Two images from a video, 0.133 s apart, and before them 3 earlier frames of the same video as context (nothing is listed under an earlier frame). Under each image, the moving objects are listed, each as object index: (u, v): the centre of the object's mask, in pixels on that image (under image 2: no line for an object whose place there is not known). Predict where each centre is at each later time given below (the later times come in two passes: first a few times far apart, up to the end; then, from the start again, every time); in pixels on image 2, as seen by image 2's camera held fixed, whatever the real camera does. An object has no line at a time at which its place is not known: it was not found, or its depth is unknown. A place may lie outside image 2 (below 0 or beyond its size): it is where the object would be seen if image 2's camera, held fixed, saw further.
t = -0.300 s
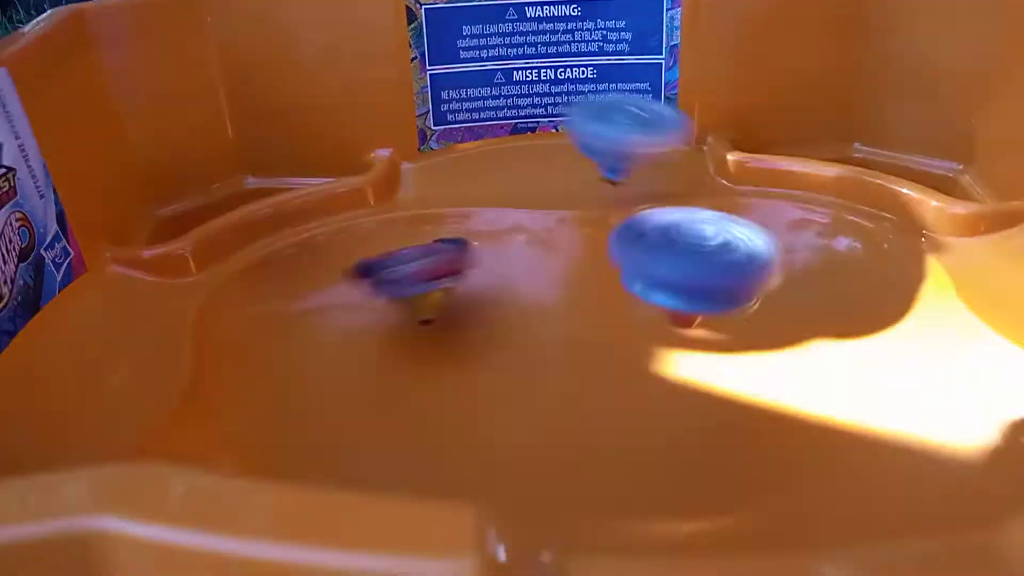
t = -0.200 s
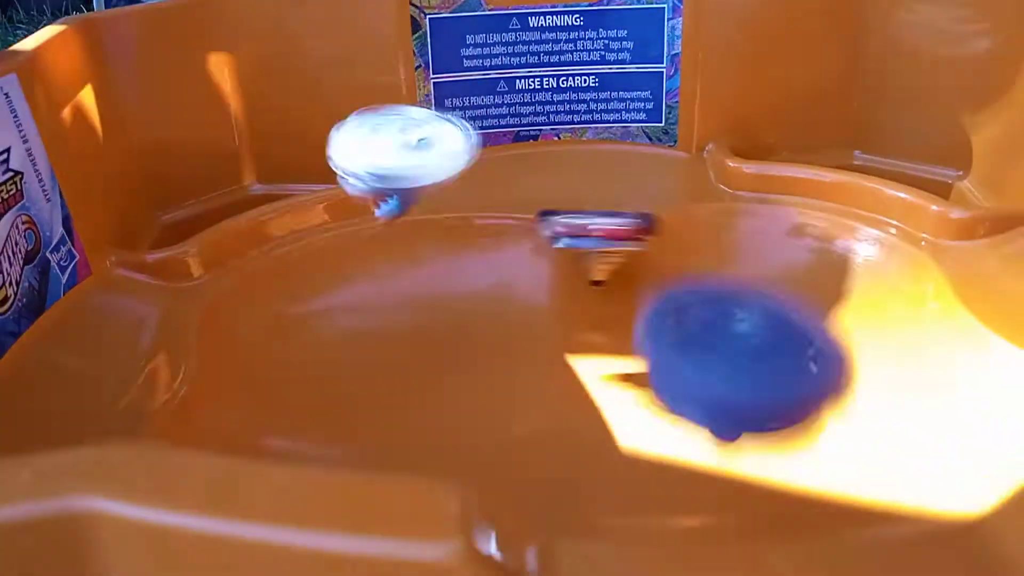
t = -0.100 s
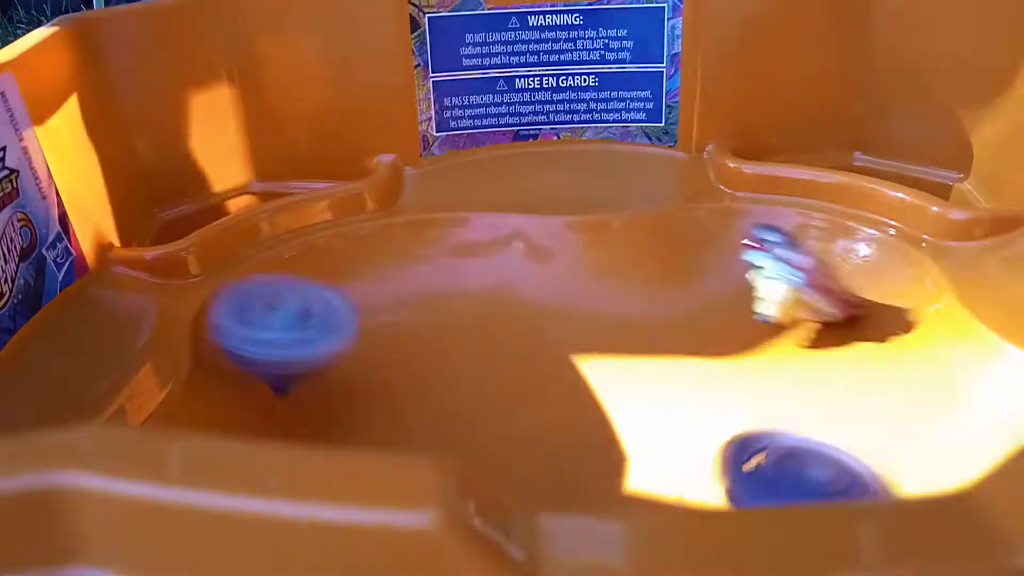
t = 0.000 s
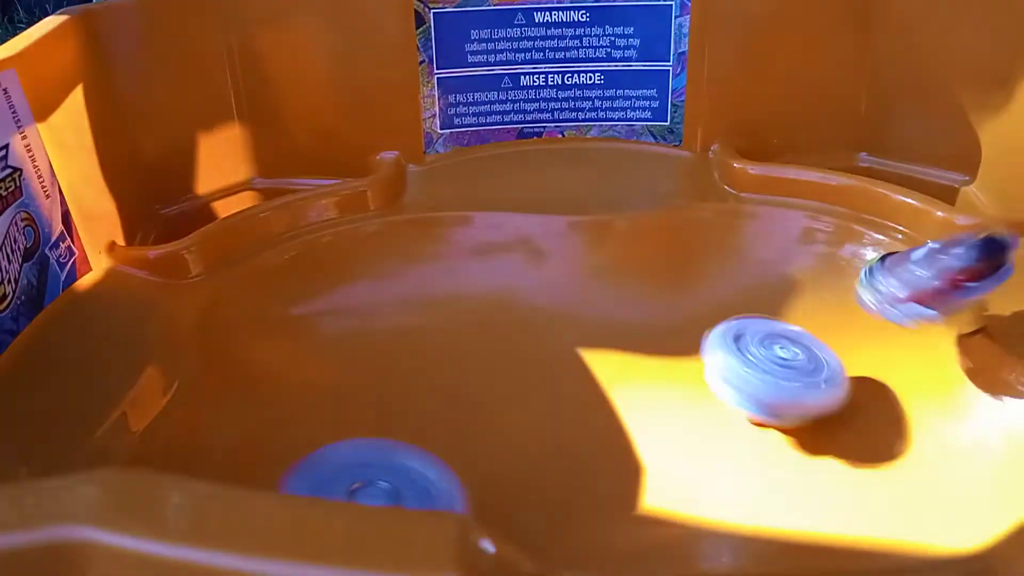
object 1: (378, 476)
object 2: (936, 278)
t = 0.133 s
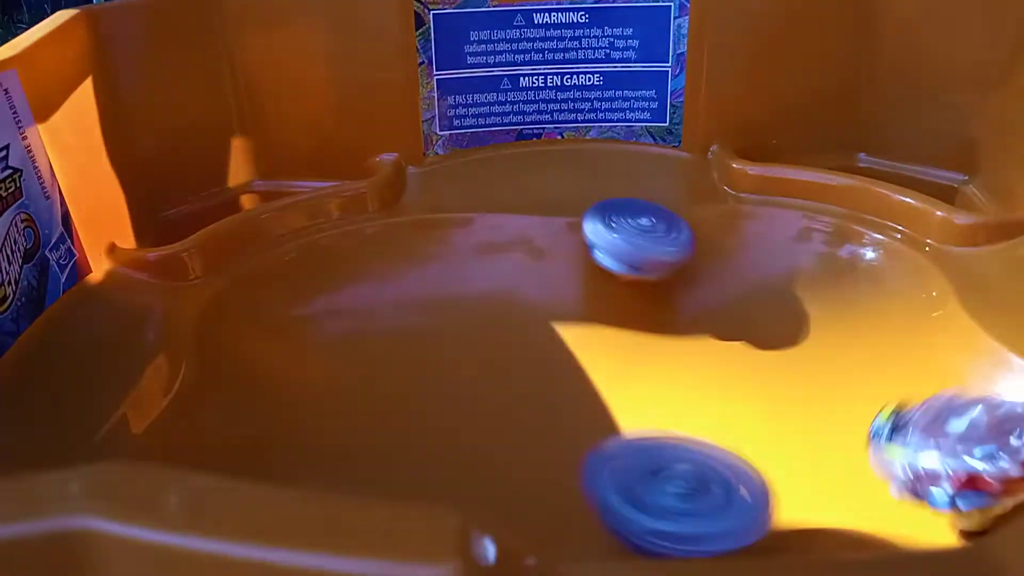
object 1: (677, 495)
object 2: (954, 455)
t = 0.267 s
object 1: (654, 344)
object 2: (926, 483)
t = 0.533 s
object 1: (239, 277)
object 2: (800, 415)
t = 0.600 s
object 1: (237, 394)
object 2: (803, 414)
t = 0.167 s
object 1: (741, 455)
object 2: (934, 474)
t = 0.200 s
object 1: (716, 399)
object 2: (942, 465)
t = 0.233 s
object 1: (689, 378)
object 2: (947, 478)
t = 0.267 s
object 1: (654, 344)
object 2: (926, 483)
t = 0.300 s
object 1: (614, 317)
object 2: (895, 487)
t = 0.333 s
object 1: (569, 296)
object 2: (860, 482)
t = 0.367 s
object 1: (531, 275)
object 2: (834, 475)
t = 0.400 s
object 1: (484, 262)
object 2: (814, 460)
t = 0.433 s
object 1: (425, 254)
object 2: (801, 443)
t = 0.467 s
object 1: (355, 246)
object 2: (797, 427)
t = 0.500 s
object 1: (289, 252)
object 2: (794, 420)
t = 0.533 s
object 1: (239, 277)
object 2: (800, 415)
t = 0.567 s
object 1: (233, 321)
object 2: (804, 414)
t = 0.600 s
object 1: (237, 394)
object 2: (803, 414)
